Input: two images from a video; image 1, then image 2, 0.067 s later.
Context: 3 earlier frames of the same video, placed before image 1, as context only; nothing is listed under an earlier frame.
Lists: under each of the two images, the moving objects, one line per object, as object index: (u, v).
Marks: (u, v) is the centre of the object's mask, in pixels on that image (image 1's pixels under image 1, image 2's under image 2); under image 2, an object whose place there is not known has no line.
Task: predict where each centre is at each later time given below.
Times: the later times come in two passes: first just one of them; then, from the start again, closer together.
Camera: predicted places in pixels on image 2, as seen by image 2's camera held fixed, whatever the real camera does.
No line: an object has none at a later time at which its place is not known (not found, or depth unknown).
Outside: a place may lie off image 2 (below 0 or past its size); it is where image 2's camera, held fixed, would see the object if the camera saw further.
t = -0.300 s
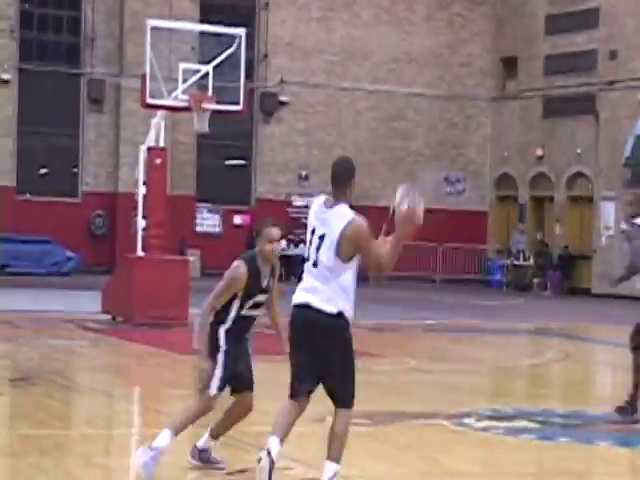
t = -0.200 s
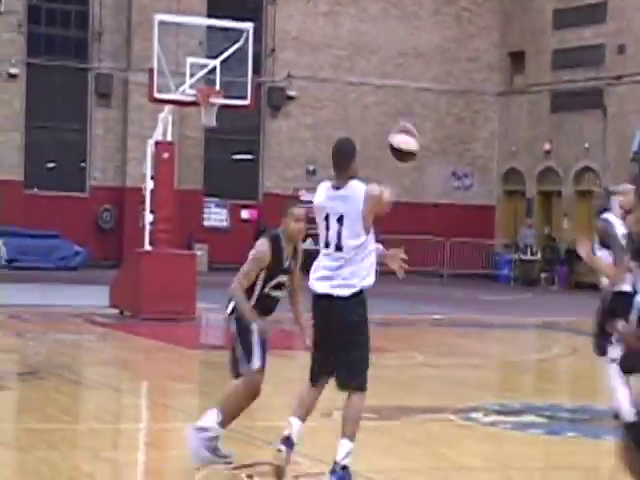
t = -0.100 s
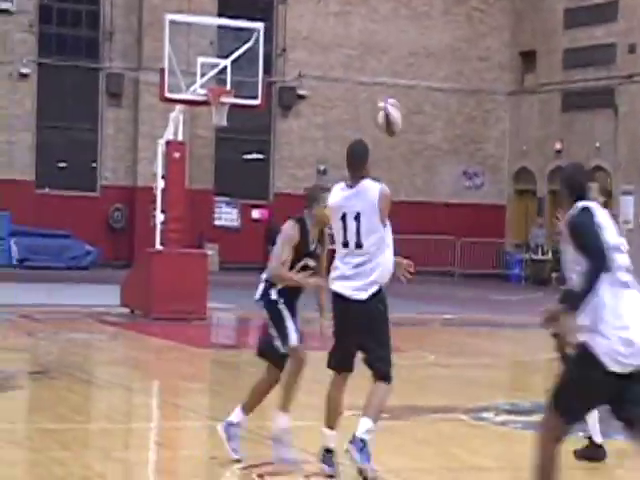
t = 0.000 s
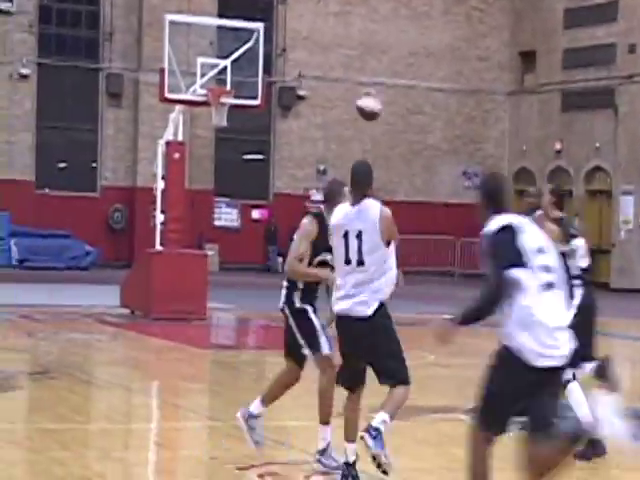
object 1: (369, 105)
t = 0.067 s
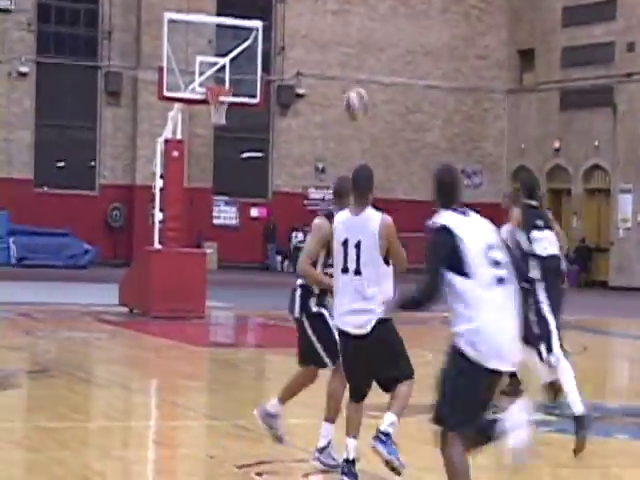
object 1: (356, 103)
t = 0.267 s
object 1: (331, 126)
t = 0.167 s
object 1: (343, 110)
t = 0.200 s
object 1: (339, 115)
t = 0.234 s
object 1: (335, 118)
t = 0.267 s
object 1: (331, 126)
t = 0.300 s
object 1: (328, 133)
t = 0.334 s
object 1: (326, 139)
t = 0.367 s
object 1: (322, 146)
